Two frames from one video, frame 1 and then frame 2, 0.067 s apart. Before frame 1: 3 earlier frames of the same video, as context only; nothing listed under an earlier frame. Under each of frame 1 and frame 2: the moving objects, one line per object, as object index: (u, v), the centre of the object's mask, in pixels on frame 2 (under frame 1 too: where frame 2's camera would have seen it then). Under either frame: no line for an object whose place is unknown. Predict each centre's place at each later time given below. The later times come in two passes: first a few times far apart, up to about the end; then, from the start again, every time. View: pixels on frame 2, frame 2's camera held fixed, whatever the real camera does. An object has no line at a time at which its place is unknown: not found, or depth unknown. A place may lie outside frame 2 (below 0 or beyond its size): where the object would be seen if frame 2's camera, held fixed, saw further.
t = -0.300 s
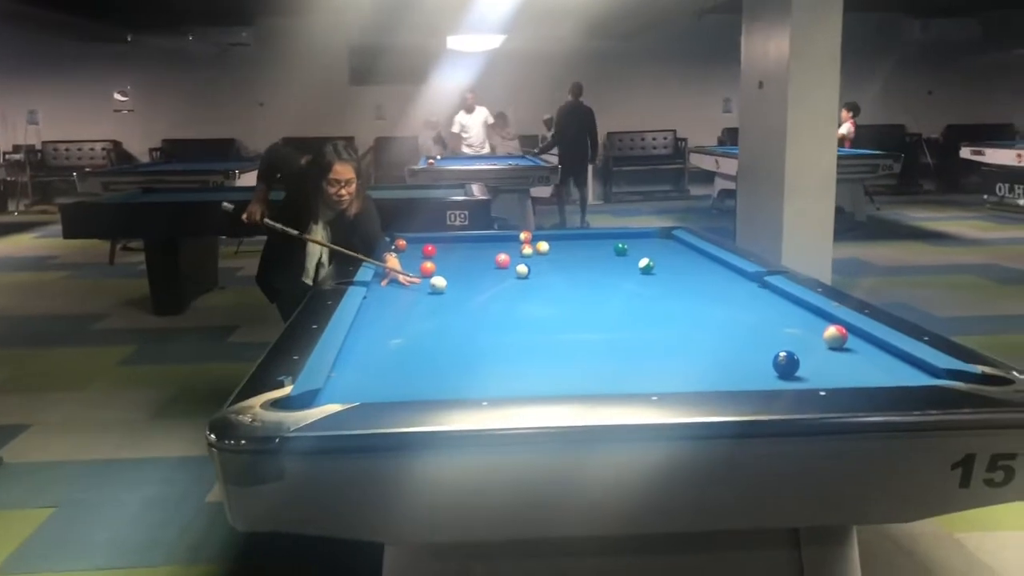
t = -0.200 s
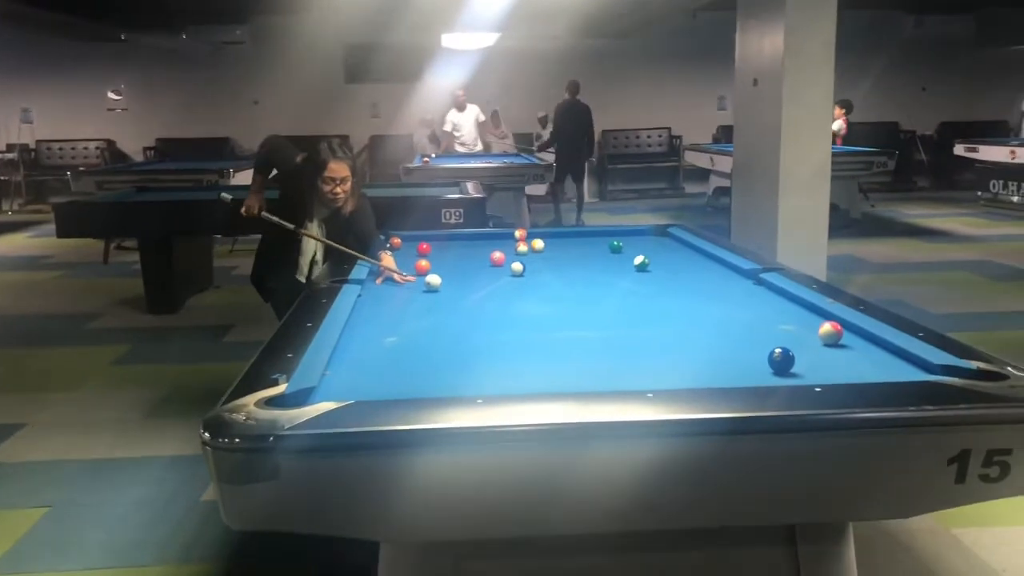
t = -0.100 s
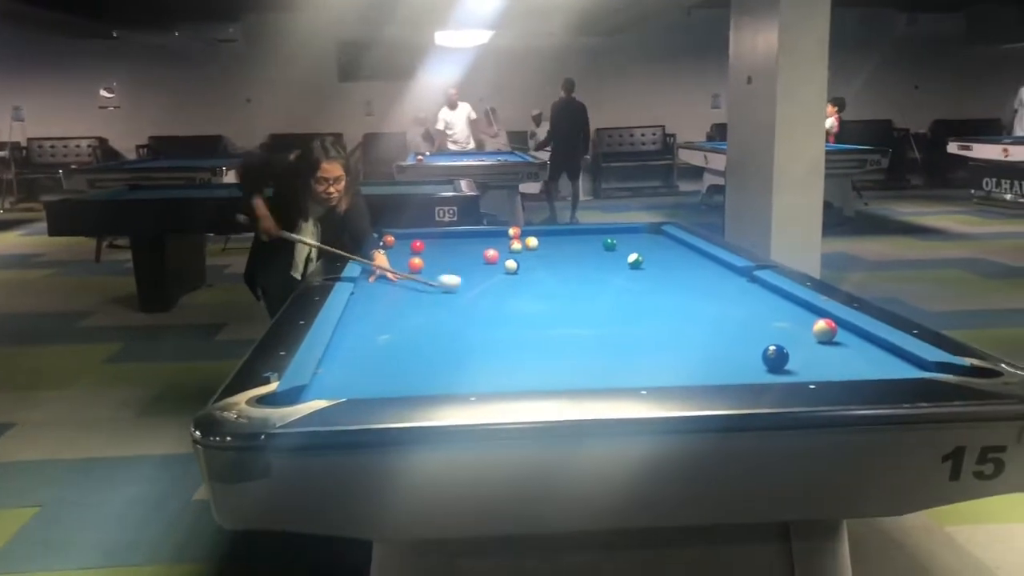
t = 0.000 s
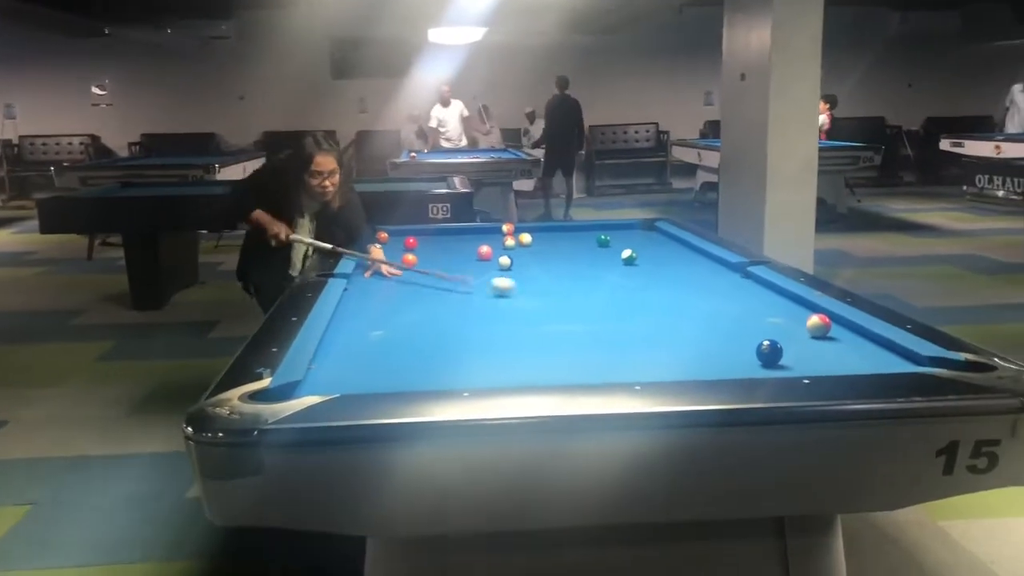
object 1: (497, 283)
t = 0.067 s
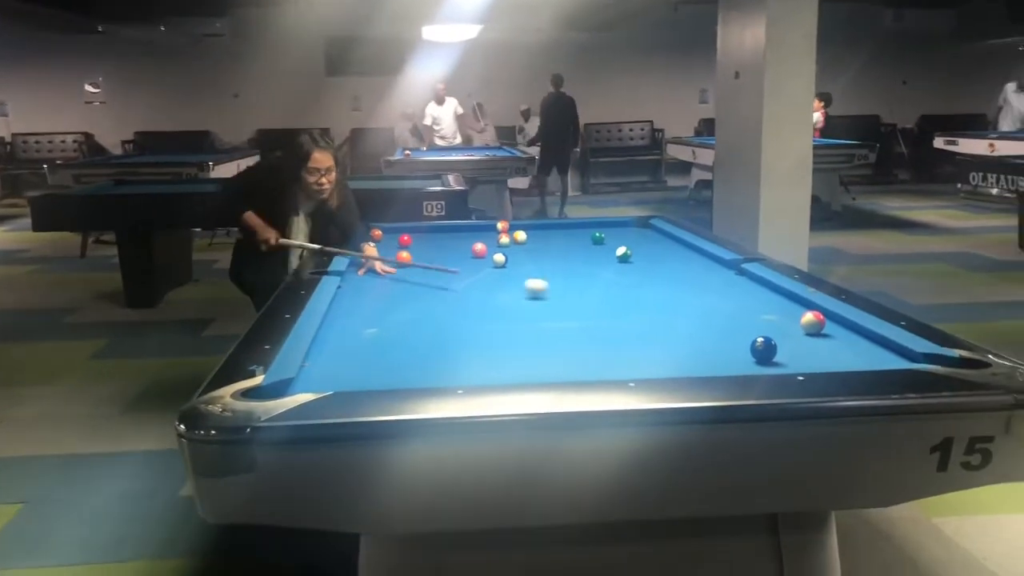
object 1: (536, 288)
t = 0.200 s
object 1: (609, 297)
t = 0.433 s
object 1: (750, 314)
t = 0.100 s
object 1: (554, 291)
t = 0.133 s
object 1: (573, 293)
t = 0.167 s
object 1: (592, 295)
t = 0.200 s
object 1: (609, 297)
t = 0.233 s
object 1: (628, 300)
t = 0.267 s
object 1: (647, 302)
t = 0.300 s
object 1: (667, 304)
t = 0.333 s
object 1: (687, 306)
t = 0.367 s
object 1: (708, 309)
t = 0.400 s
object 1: (730, 312)
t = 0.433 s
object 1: (750, 314)
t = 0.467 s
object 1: (774, 317)
